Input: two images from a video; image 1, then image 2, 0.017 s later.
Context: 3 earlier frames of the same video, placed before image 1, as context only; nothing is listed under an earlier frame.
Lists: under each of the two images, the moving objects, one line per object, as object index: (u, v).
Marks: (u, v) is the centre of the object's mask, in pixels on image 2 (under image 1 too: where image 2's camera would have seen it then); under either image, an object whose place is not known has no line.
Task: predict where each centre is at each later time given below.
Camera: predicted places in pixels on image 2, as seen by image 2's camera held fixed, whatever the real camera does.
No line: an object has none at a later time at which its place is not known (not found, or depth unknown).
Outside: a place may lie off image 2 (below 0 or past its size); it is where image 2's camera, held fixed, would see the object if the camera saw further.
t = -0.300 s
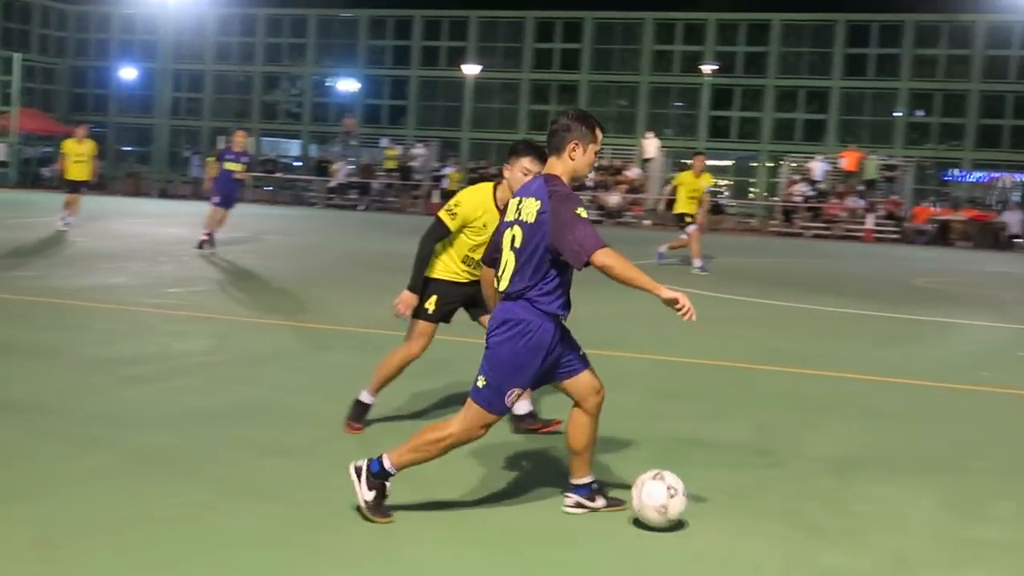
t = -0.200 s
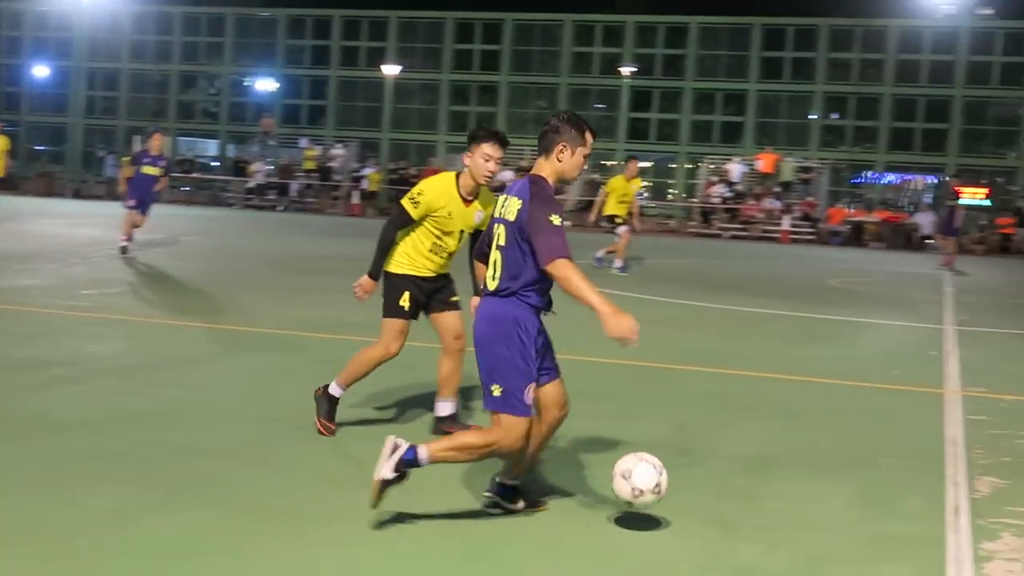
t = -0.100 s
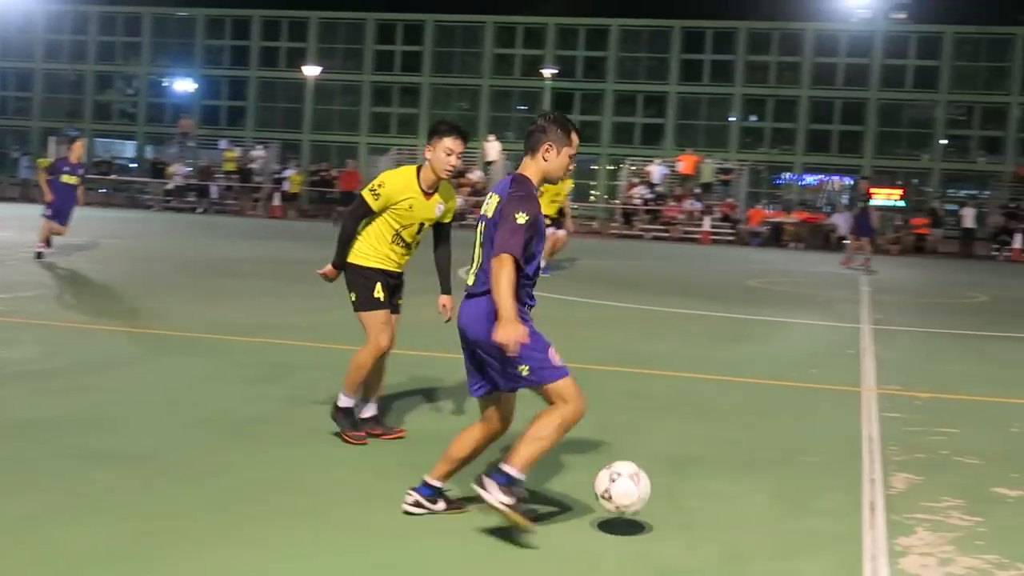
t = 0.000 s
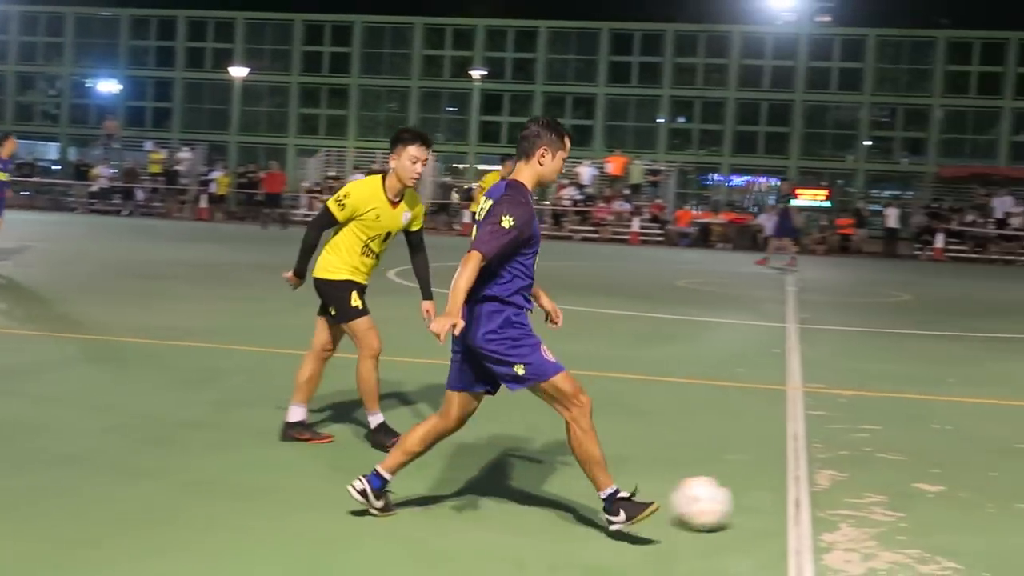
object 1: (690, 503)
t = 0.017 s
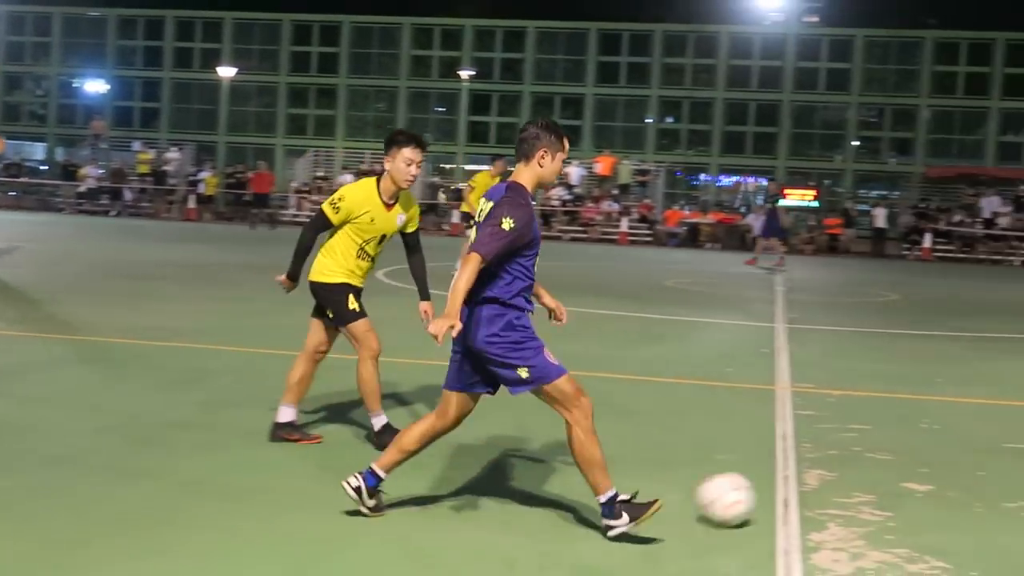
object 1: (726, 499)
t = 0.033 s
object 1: (756, 495)
